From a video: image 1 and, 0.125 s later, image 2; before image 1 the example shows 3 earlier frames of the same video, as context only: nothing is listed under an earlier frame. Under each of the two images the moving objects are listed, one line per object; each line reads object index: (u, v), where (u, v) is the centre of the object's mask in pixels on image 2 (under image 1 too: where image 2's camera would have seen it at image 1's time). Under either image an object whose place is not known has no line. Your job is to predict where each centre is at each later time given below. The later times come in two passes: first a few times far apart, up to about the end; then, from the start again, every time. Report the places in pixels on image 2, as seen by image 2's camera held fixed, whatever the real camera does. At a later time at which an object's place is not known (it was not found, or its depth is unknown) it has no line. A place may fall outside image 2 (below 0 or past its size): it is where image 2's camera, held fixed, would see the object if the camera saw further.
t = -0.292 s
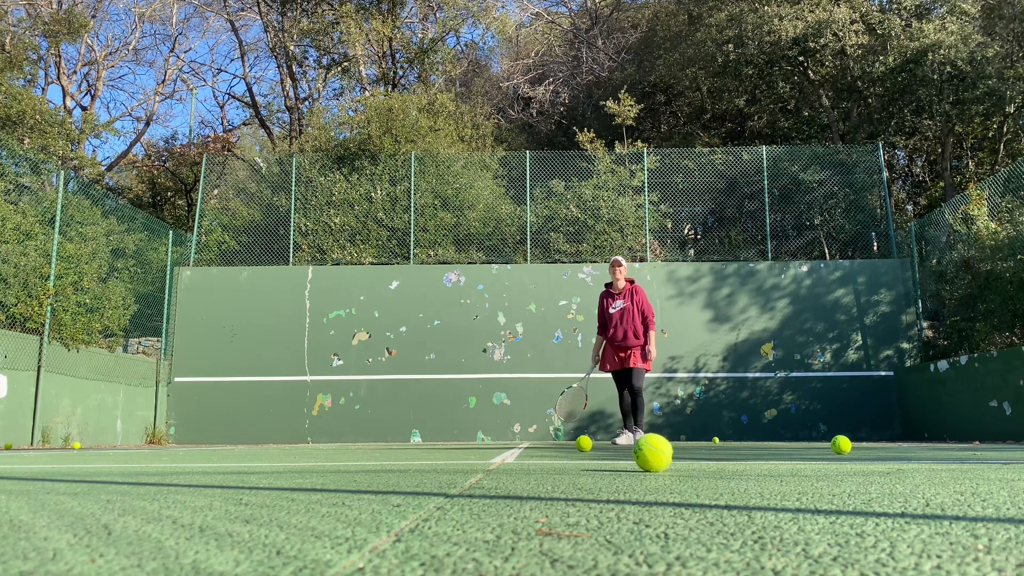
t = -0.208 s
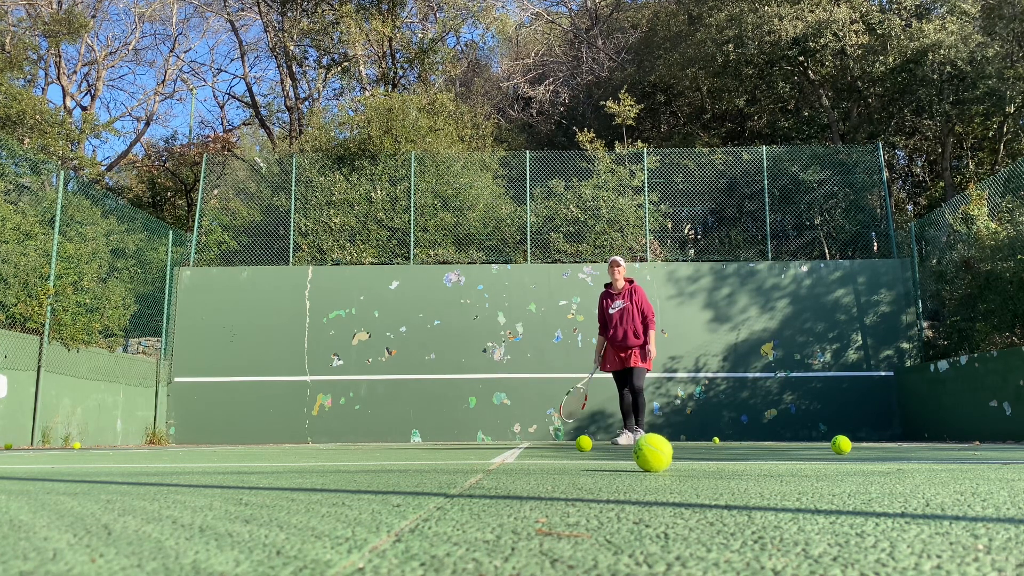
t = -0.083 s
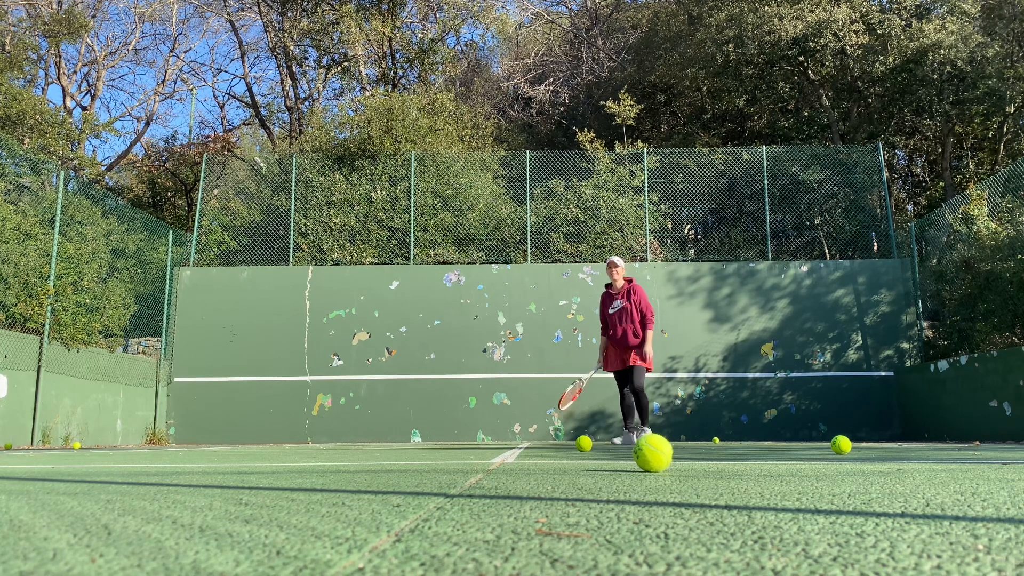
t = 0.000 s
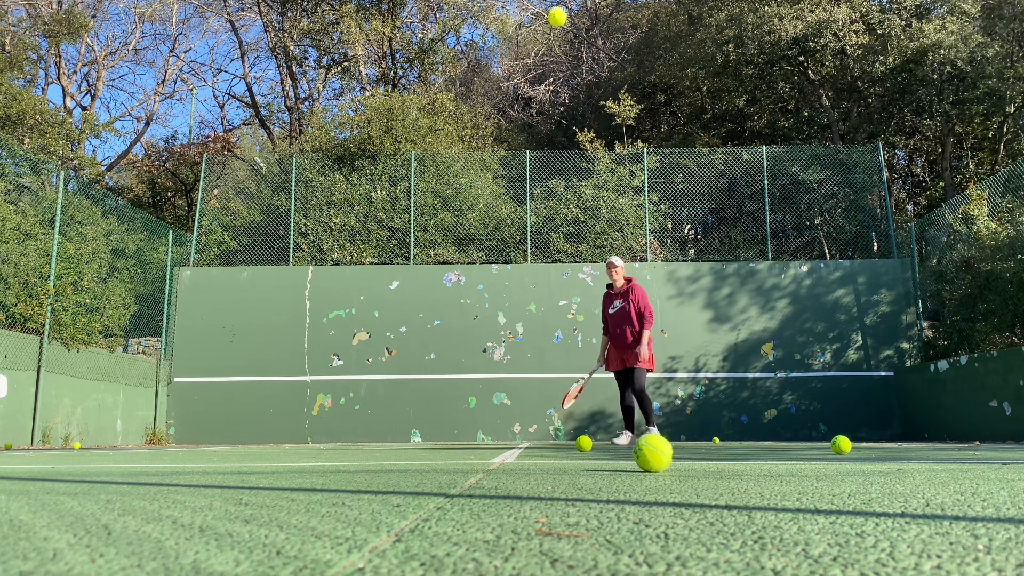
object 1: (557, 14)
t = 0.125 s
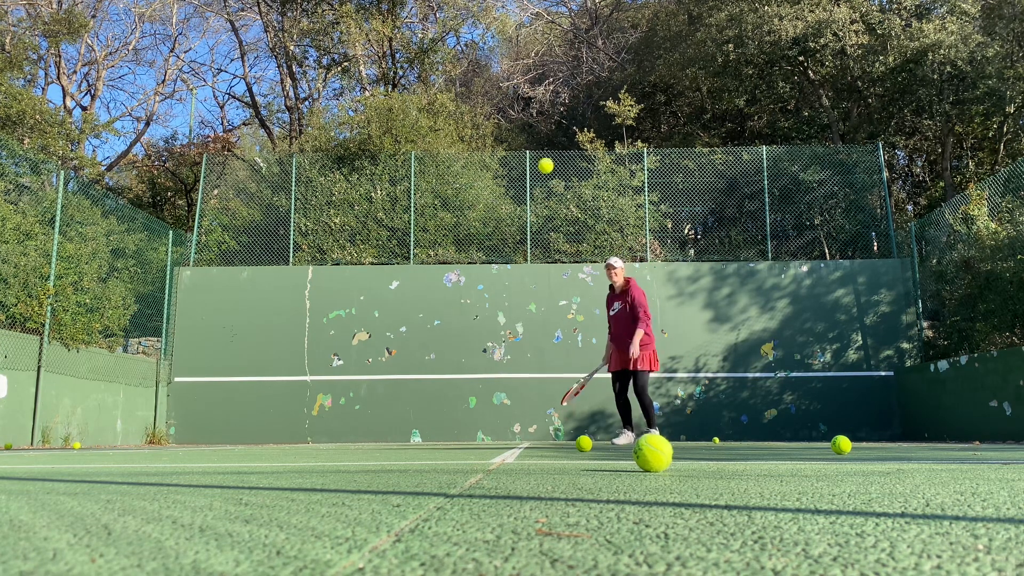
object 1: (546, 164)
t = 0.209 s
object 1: (540, 252)
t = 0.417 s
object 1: (533, 435)
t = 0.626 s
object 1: (533, 323)
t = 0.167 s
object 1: (543, 209)
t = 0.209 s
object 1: (540, 252)
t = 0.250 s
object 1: (539, 294)
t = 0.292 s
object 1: (537, 335)
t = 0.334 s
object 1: (535, 375)
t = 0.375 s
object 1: (533, 415)
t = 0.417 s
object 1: (533, 435)
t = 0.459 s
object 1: (532, 404)
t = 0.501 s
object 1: (533, 378)
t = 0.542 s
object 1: (533, 356)
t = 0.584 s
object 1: (533, 338)
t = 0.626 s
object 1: (533, 323)
